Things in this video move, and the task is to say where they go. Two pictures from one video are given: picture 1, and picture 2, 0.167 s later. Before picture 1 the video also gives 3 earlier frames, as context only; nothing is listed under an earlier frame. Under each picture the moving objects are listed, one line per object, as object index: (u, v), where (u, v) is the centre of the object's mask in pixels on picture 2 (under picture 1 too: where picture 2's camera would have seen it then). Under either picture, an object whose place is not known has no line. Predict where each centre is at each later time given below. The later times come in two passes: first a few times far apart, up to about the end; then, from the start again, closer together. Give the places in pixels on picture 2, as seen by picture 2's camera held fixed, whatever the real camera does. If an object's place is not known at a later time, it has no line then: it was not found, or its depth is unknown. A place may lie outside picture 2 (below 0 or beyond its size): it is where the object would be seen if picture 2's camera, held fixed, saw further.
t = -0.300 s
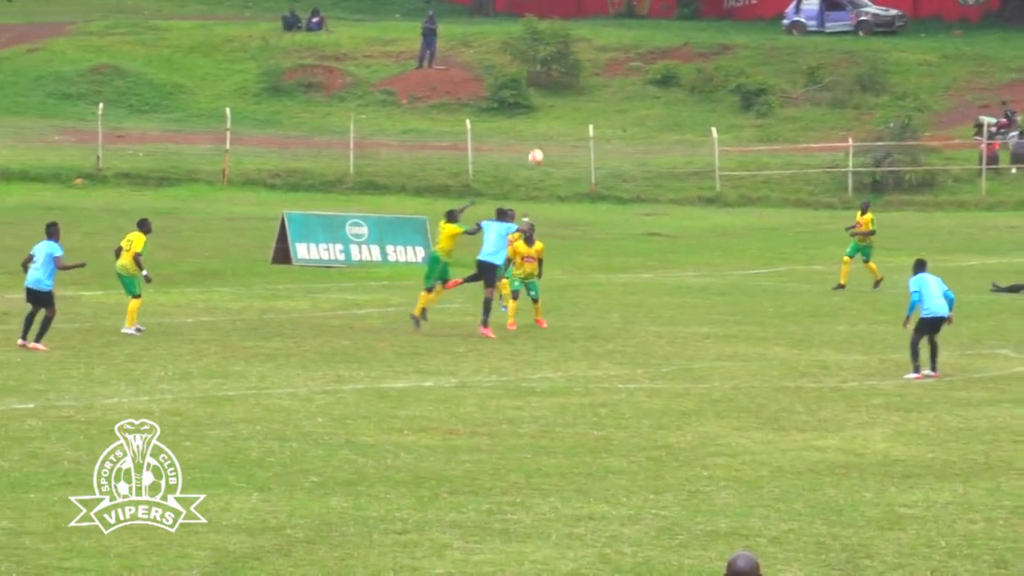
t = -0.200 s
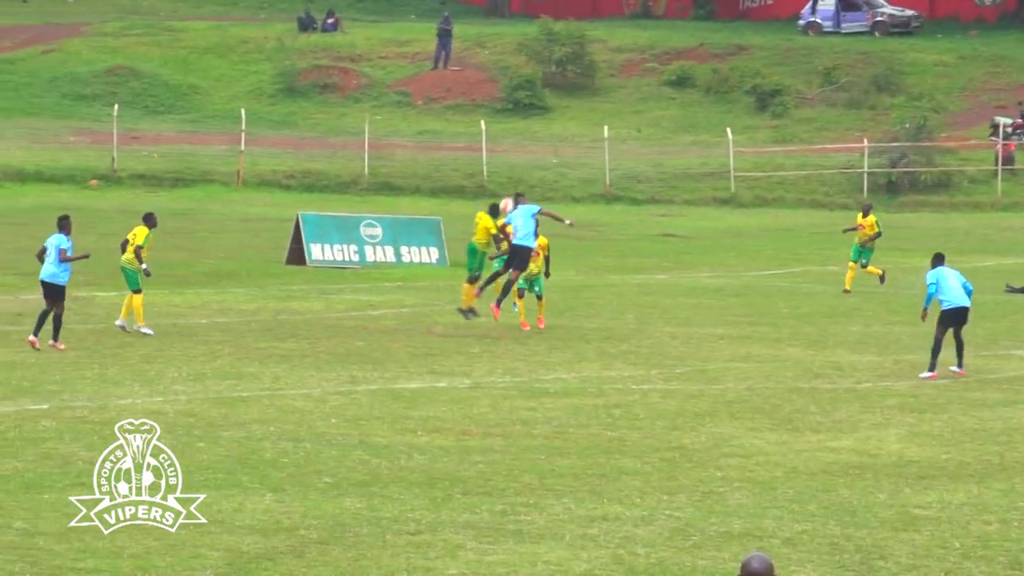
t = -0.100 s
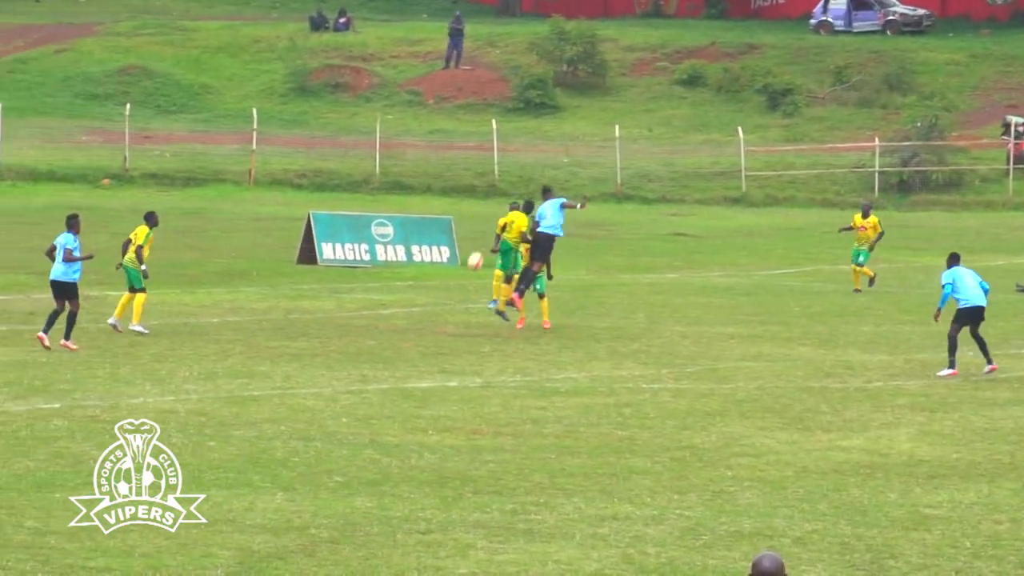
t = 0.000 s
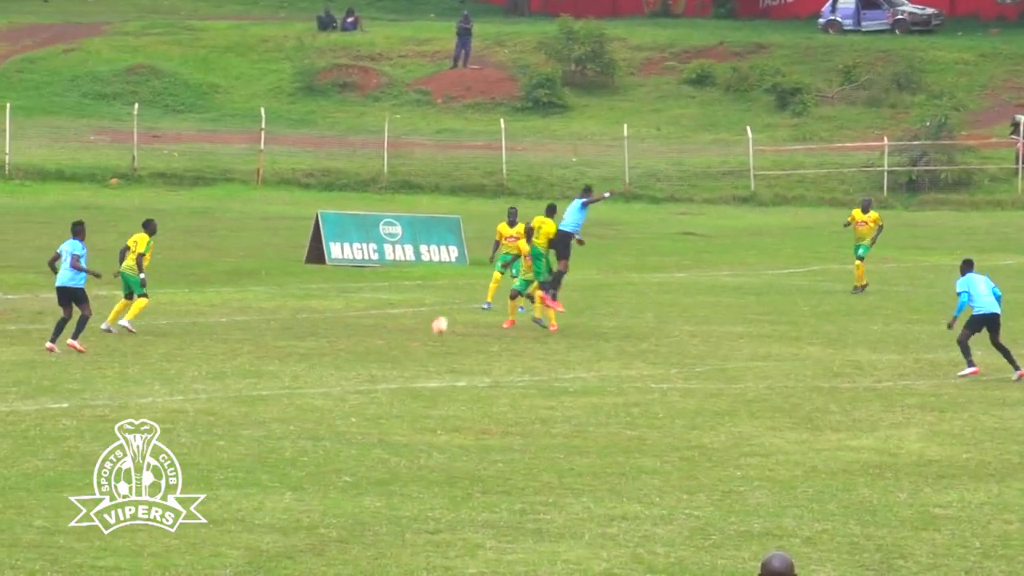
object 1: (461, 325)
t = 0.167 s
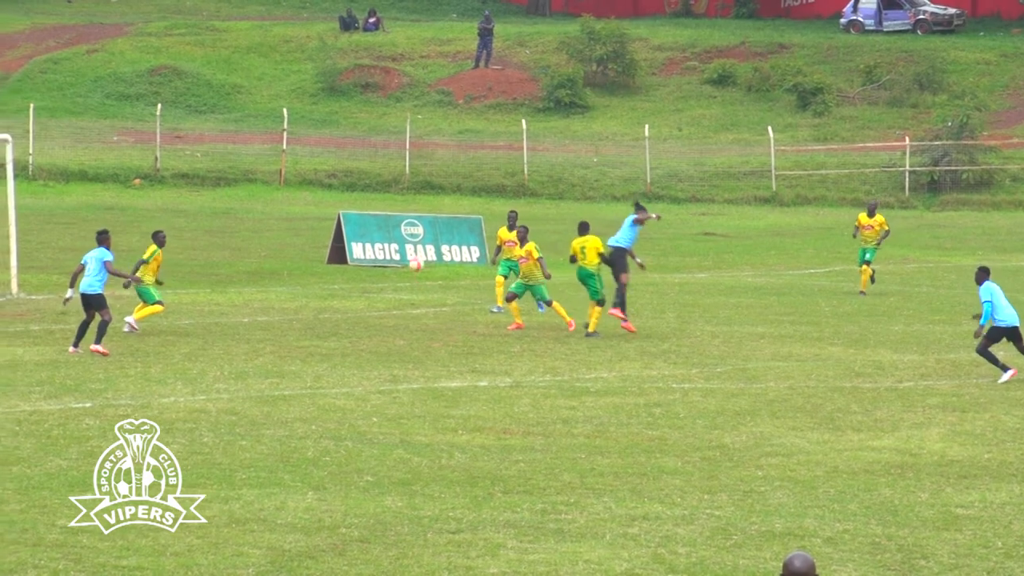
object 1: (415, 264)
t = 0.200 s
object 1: (407, 249)
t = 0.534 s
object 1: (319, 159)
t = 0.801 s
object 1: (242, 151)
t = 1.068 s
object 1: (165, 203)
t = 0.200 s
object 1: (407, 249)
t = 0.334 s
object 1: (372, 203)
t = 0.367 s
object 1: (364, 193)
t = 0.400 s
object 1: (354, 185)
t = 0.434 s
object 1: (345, 178)
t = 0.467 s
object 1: (336, 170)
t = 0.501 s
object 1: (327, 164)
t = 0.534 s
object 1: (319, 159)
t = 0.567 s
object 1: (309, 155)
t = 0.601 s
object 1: (300, 152)
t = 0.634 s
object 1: (291, 149)
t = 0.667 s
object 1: (281, 148)
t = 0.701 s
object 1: (271, 148)
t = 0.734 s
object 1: (261, 149)
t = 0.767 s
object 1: (252, 150)
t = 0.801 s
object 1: (242, 151)
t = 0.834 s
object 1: (233, 155)
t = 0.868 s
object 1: (223, 159)
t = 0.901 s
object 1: (213, 165)
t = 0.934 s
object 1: (203, 170)
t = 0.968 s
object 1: (194, 175)
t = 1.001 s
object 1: (184, 184)
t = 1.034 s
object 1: (175, 192)
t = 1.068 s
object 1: (165, 203)
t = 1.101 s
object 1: (155, 213)
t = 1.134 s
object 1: (146, 224)
